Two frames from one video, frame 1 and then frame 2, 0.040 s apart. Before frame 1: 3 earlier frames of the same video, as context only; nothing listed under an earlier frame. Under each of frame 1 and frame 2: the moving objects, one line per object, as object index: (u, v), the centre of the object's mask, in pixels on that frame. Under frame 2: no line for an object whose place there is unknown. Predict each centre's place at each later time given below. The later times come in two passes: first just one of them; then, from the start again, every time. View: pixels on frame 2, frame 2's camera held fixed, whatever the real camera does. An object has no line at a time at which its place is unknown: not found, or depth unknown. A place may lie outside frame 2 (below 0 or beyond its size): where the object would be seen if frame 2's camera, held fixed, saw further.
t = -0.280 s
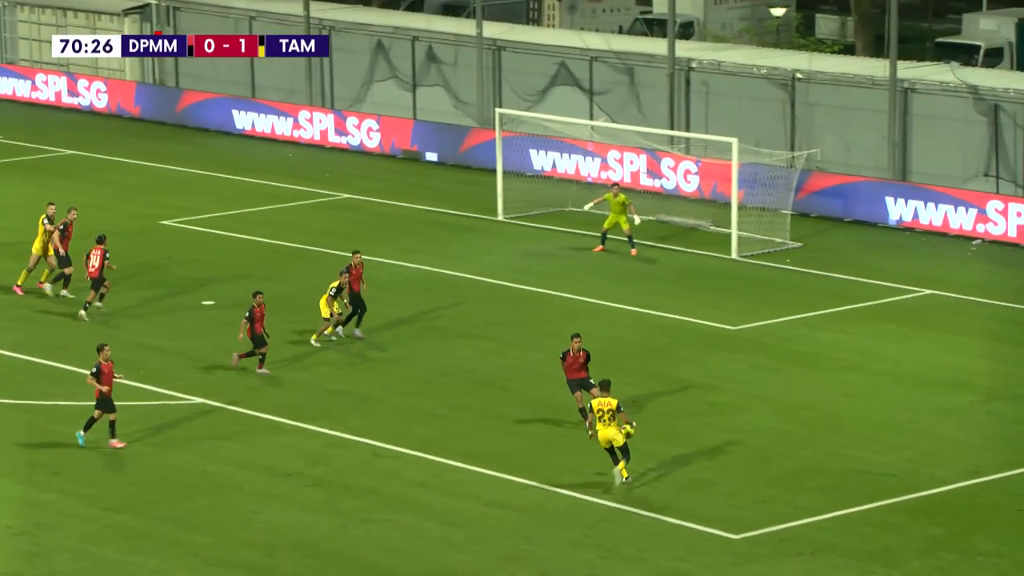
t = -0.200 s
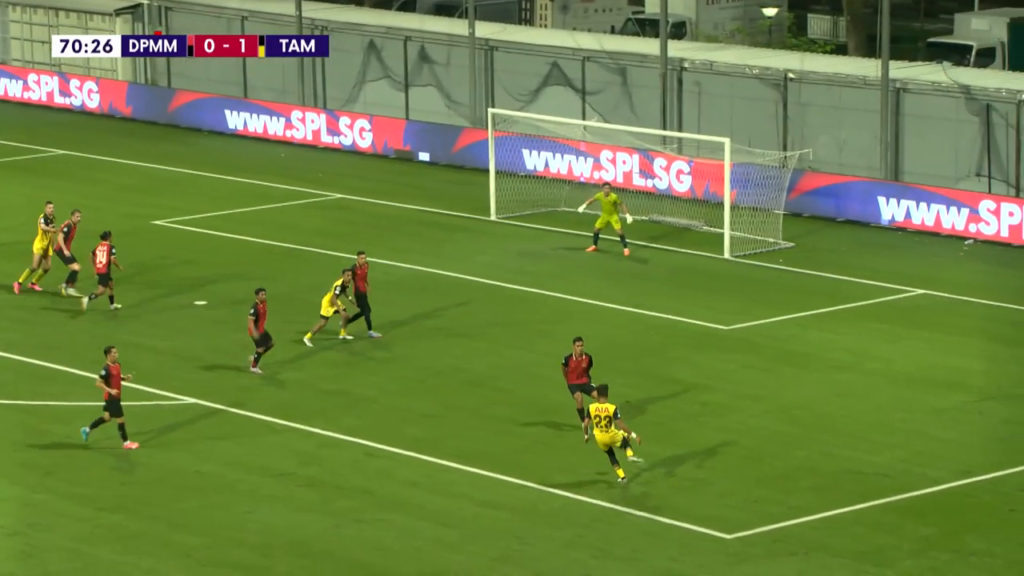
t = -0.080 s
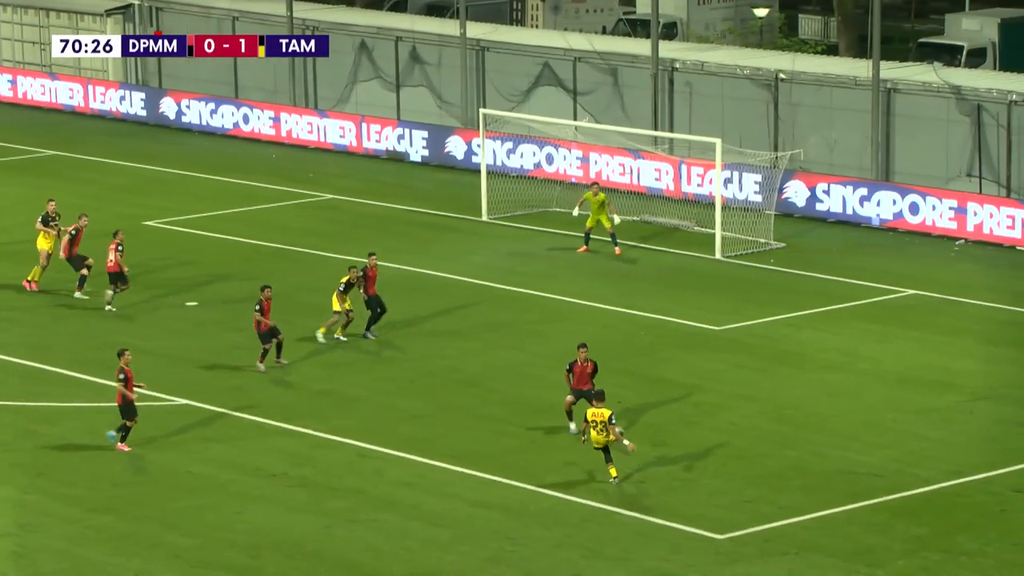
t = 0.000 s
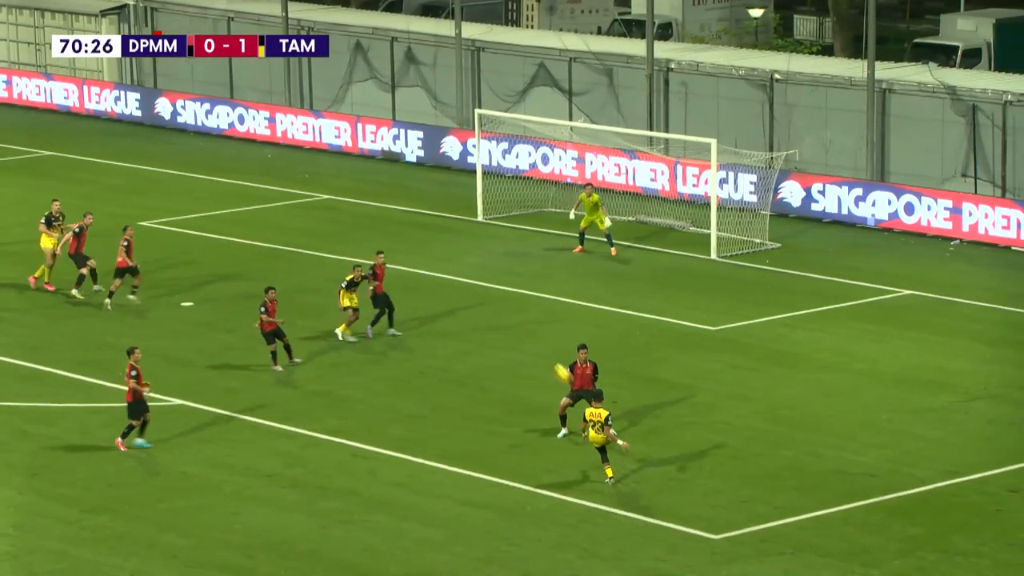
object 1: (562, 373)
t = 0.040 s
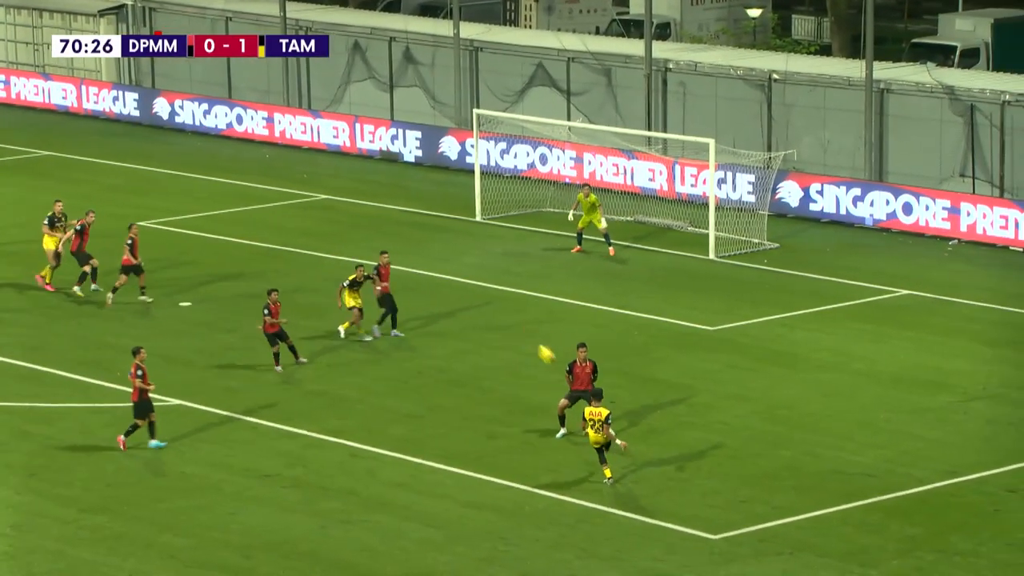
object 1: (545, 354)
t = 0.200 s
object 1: (487, 292)
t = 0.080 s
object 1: (530, 336)
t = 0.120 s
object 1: (515, 320)
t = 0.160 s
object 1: (501, 305)
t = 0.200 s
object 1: (487, 292)
